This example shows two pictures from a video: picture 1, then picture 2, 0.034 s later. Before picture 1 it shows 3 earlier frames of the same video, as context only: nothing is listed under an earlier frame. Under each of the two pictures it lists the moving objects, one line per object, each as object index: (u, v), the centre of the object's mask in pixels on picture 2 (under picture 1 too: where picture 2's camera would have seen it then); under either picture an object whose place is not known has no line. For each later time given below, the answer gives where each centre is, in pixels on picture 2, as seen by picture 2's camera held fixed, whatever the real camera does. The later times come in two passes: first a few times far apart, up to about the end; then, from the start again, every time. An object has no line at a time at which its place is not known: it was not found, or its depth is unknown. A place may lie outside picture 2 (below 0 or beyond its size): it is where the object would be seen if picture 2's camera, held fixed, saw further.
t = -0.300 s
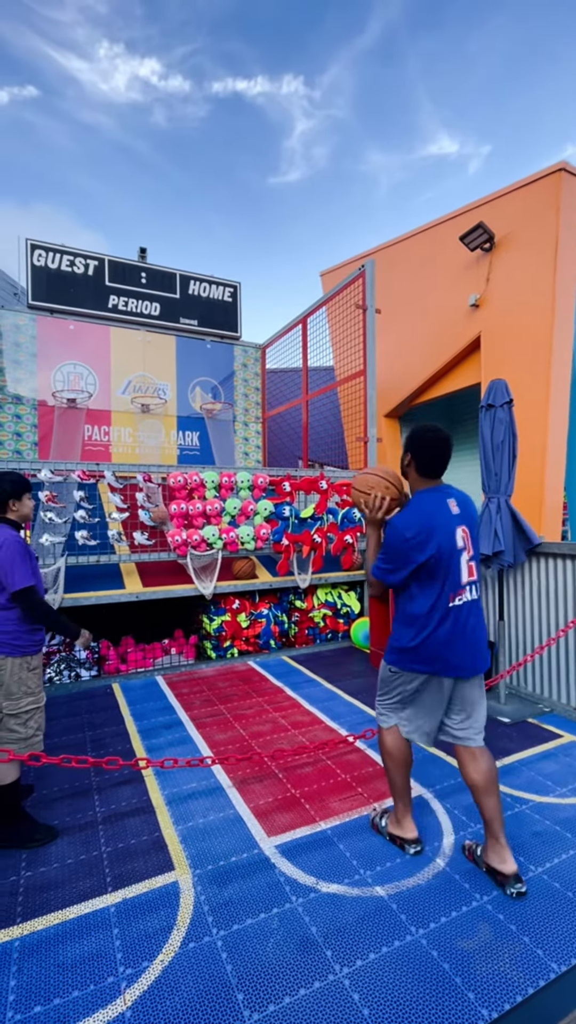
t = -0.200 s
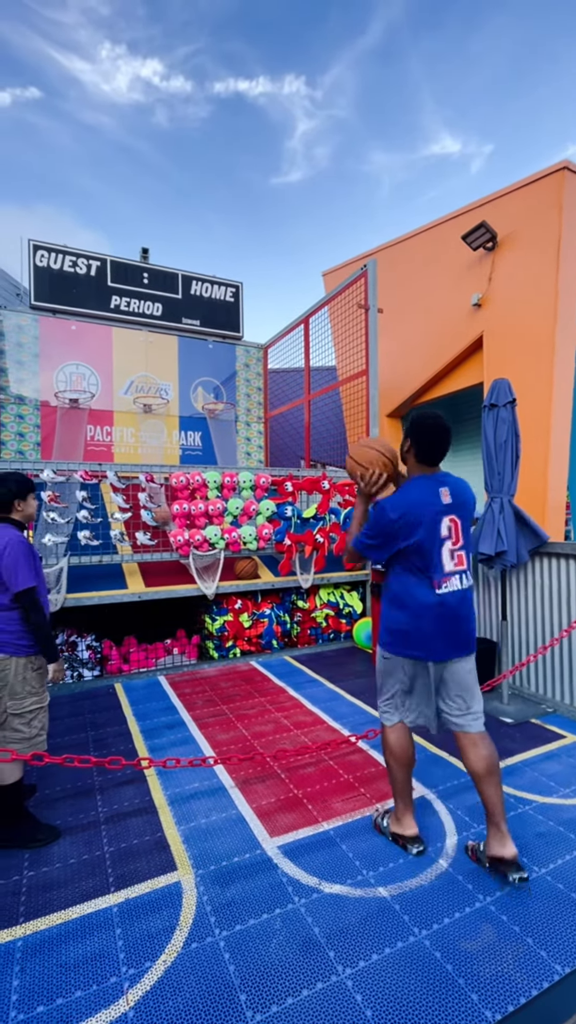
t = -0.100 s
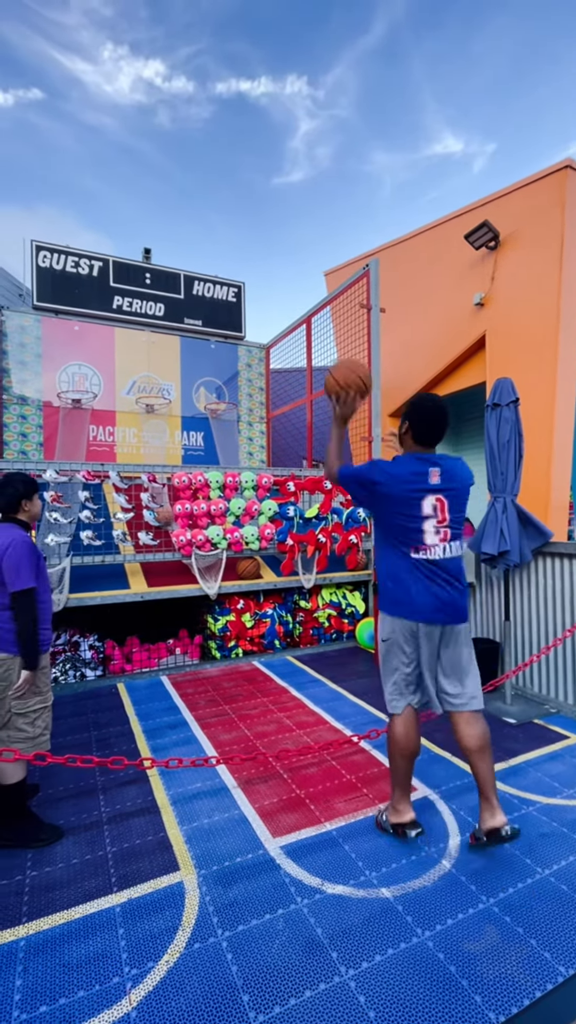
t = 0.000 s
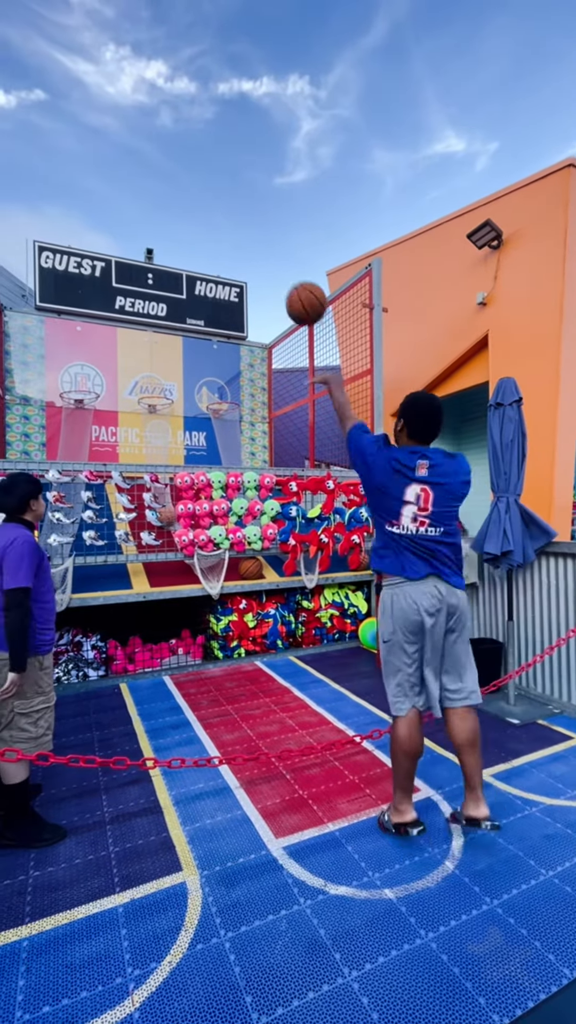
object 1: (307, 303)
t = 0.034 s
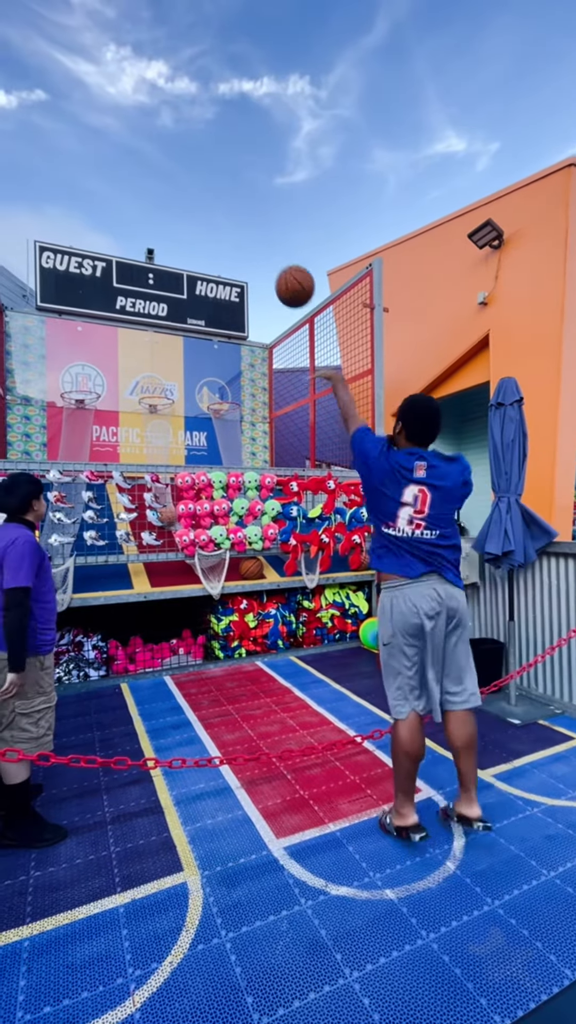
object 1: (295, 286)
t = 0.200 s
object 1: (249, 243)
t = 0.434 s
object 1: (209, 251)
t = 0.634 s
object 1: (187, 291)
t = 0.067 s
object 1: (284, 273)
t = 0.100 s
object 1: (274, 262)
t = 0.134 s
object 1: (265, 254)
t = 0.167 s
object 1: (257, 247)
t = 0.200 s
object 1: (249, 243)
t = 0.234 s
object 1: (242, 240)
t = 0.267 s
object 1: (235, 239)
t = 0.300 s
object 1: (229, 239)
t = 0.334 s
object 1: (224, 240)
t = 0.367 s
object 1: (219, 243)
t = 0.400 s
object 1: (214, 246)
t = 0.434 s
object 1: (209, 251)
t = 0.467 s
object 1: (205, 256)
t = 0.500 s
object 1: (201, 261)
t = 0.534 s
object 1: (198, 267)
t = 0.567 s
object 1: (194, 275)
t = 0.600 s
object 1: (190, 283)
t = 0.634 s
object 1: (187, 291)
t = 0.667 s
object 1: (184, 300)
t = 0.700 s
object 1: (182, 308)
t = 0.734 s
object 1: (179, 319)
